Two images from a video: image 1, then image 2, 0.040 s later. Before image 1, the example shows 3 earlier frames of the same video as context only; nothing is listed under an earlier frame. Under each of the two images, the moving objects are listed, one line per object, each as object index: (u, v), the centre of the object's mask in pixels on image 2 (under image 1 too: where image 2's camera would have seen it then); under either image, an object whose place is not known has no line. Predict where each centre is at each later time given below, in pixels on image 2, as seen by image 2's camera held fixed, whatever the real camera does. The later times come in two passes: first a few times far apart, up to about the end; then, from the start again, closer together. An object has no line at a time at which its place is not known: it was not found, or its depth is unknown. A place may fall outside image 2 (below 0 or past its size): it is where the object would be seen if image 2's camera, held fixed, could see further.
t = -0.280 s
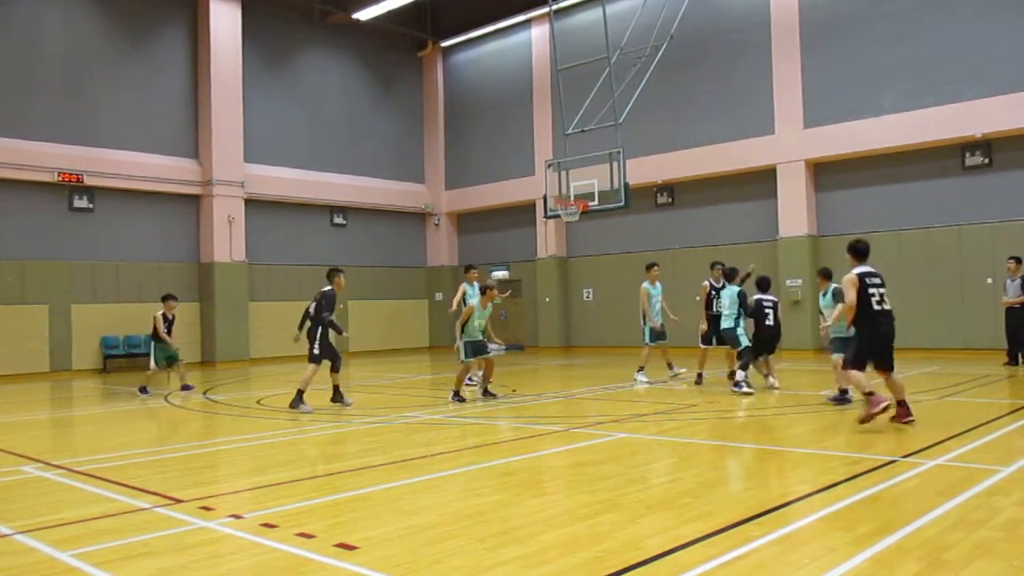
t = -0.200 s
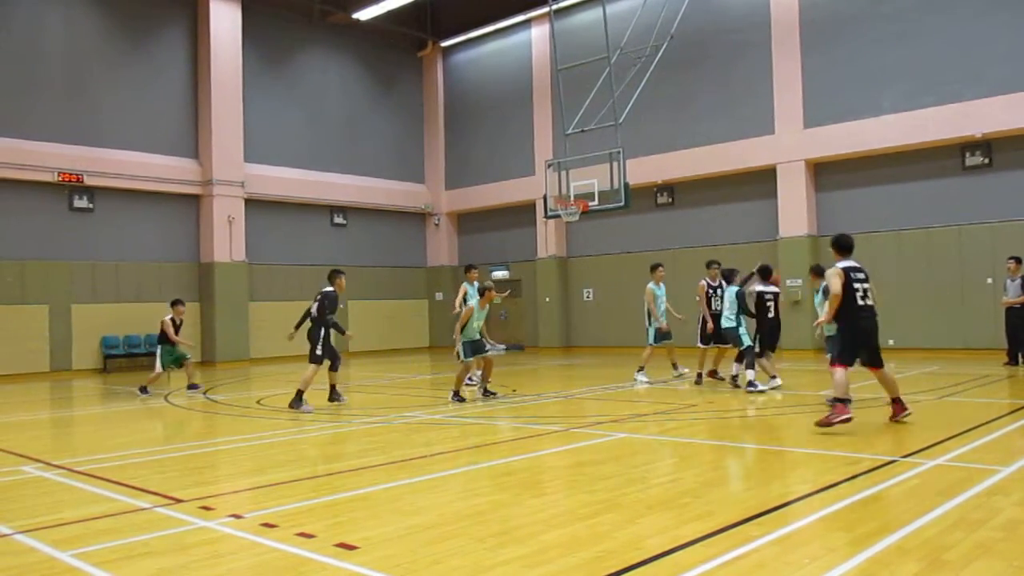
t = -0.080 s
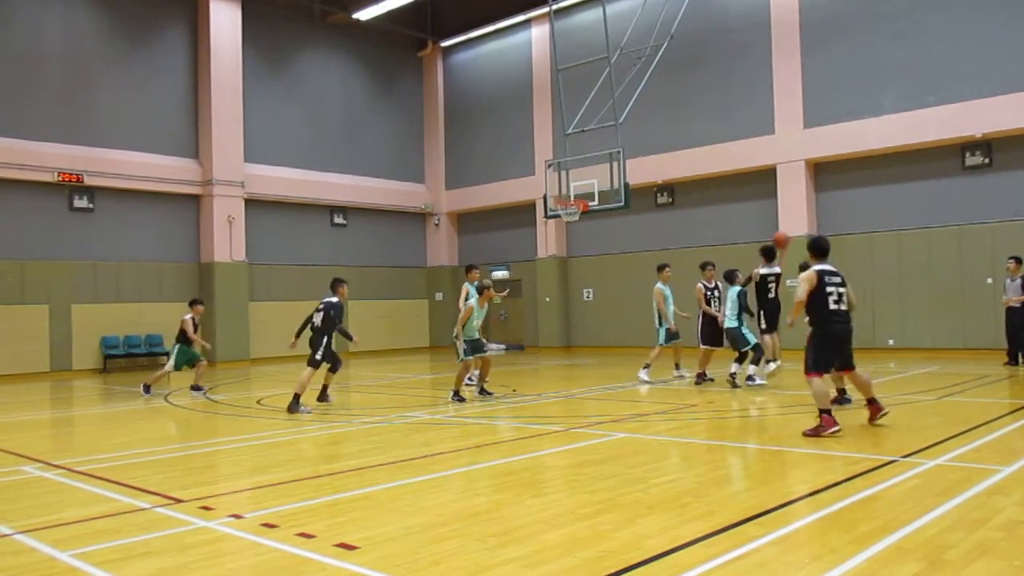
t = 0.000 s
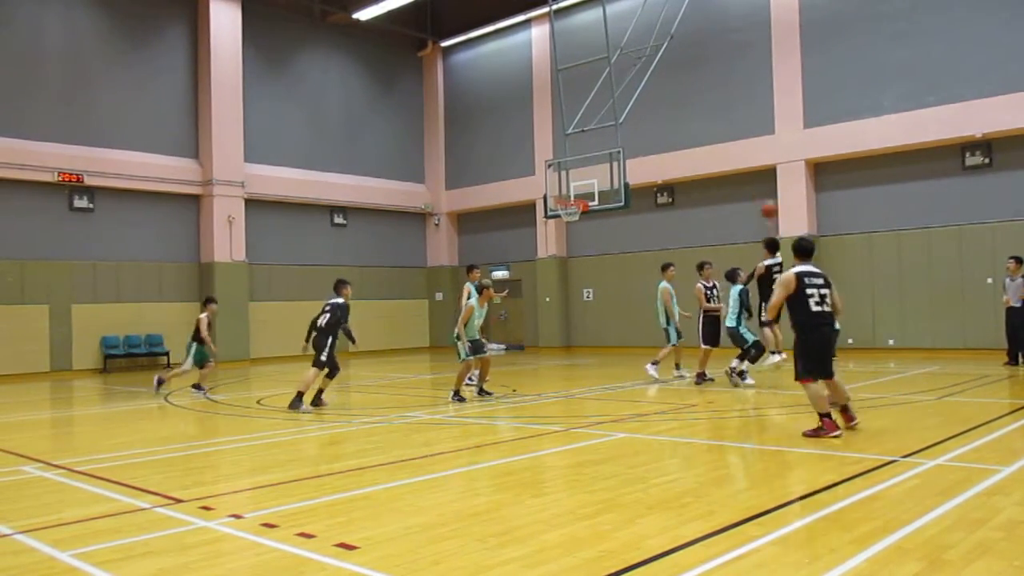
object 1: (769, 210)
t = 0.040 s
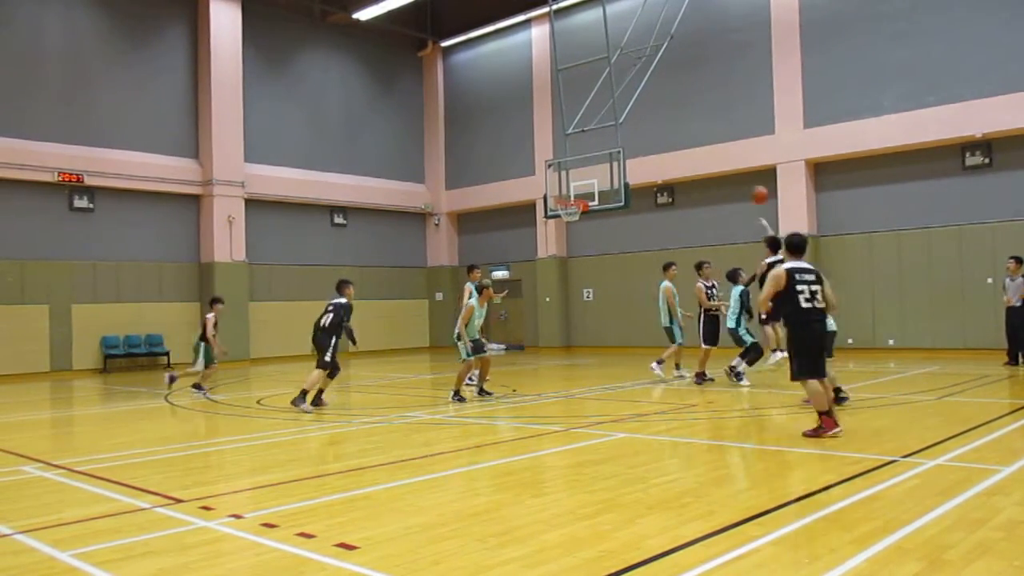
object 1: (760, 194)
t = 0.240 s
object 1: (716, 141)
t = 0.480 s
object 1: (673, 117)
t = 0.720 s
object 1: (636, 126)
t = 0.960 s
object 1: (608, 131)
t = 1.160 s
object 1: (586, 133)
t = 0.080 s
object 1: (751, 181)
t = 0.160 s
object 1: (732, 159)
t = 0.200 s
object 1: (725, 150)
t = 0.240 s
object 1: (716, 141)
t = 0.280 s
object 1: (708, 135)
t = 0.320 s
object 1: (701, 129)
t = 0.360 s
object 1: (694, 124)
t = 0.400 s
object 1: (687, 120)
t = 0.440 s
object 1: (680, 118)
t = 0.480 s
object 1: (673, 117)
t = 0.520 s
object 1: (666, 116)
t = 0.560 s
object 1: (661, 116)
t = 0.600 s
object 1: (654, 117)
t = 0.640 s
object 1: (648, 119)
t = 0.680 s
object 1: (642, 122)
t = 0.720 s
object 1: (636, 126)
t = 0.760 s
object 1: (631, 131)
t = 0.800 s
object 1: (626, 136)
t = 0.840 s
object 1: (621, 141)
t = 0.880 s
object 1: (617, 137)
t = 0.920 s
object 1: (613, 134)
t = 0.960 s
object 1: (608, 131)
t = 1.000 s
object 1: (605, 130)
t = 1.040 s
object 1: (600, 129)
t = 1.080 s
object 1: (595, 129)
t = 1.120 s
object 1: (590, 131)
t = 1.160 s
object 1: (586, 133)
